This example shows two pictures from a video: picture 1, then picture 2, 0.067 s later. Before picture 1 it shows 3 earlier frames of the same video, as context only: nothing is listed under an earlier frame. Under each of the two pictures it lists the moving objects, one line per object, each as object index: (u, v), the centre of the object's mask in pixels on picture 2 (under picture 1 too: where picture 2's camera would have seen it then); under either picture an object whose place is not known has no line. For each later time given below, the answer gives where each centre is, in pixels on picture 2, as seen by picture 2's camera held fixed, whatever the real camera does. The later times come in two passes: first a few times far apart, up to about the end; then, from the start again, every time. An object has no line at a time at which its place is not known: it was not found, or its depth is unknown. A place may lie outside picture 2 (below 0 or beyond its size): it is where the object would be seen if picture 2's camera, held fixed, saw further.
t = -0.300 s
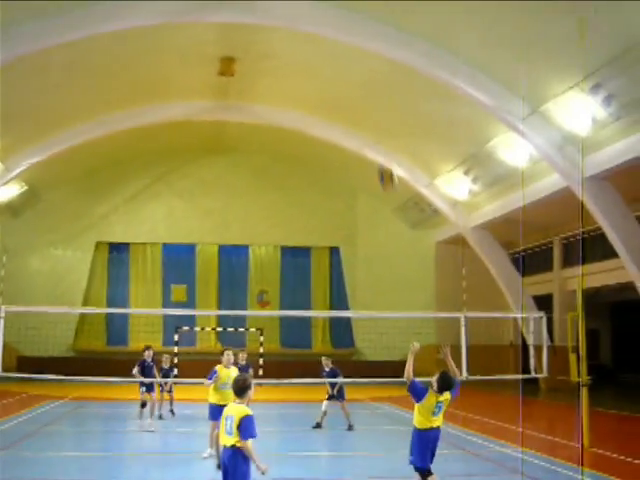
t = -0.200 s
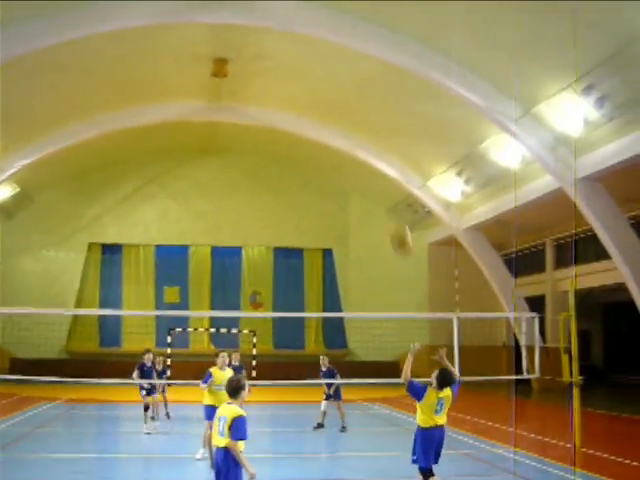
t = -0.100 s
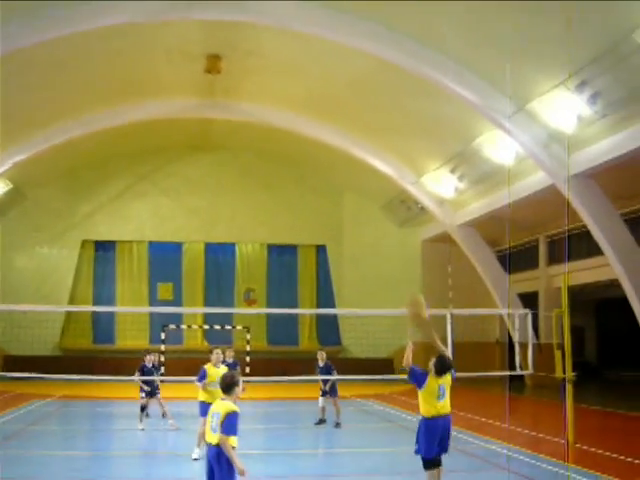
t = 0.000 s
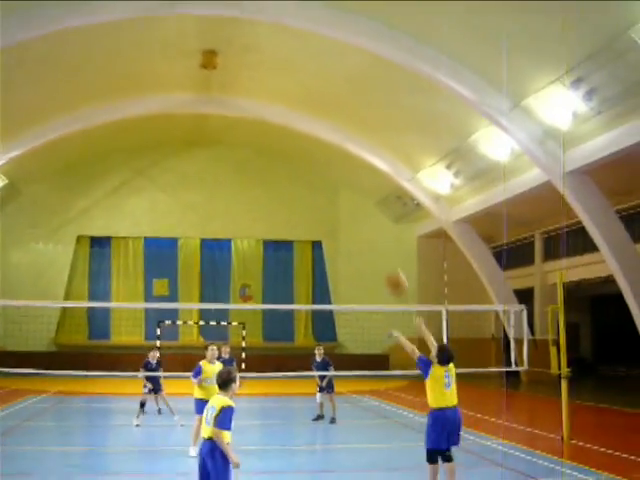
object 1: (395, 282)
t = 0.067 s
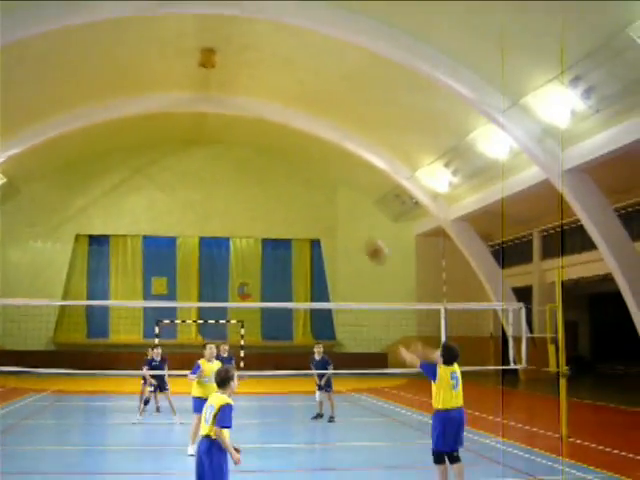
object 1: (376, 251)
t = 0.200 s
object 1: (340, 206)
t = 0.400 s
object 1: (293, 175)
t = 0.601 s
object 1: (251, 180)
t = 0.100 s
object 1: (367, 238)
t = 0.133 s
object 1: (357, 226)
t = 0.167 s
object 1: (349, 215)
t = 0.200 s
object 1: (340, 206)
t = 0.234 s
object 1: (332, 198)
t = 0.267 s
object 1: (324, 191)
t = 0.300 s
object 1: (316, 185)
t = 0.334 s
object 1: (308, 180)
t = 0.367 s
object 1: (300, 177)
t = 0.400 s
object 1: (293, 175)
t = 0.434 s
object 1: (285, 173)
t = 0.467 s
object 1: (278, 173)
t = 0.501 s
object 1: (271, 173)
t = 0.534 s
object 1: (264, 175)
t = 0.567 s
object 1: (258, 177)
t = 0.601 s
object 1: (251, 180)
